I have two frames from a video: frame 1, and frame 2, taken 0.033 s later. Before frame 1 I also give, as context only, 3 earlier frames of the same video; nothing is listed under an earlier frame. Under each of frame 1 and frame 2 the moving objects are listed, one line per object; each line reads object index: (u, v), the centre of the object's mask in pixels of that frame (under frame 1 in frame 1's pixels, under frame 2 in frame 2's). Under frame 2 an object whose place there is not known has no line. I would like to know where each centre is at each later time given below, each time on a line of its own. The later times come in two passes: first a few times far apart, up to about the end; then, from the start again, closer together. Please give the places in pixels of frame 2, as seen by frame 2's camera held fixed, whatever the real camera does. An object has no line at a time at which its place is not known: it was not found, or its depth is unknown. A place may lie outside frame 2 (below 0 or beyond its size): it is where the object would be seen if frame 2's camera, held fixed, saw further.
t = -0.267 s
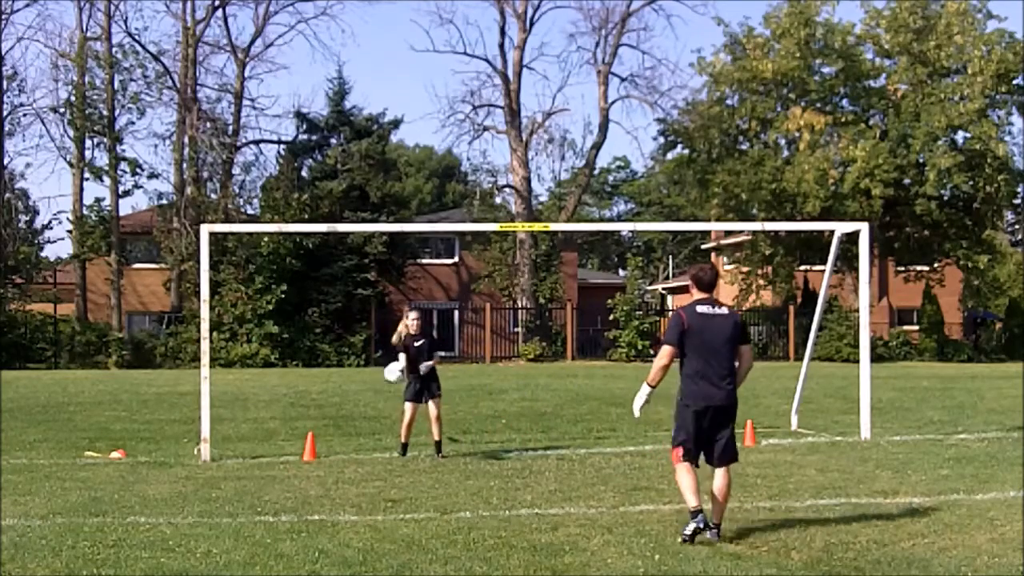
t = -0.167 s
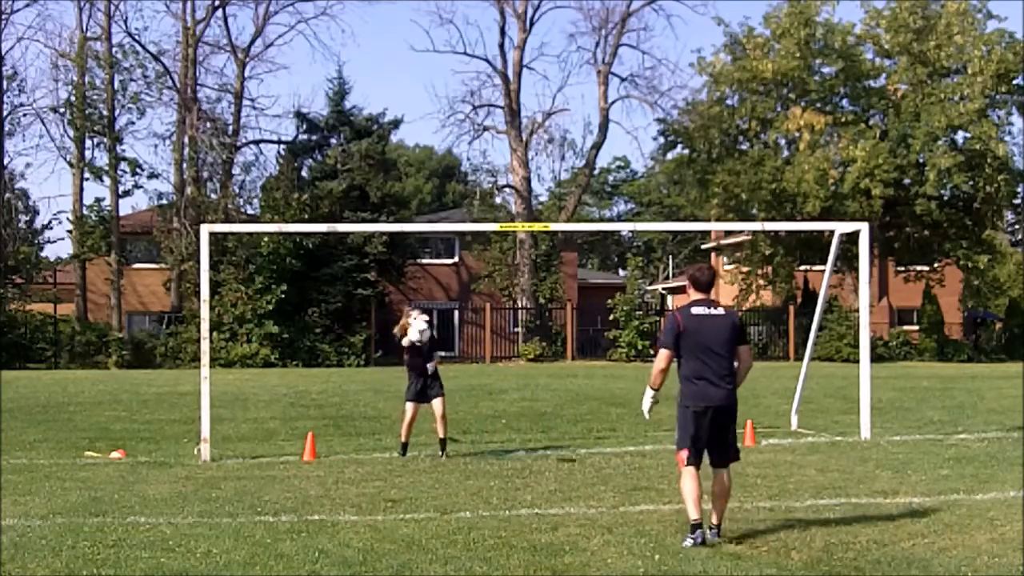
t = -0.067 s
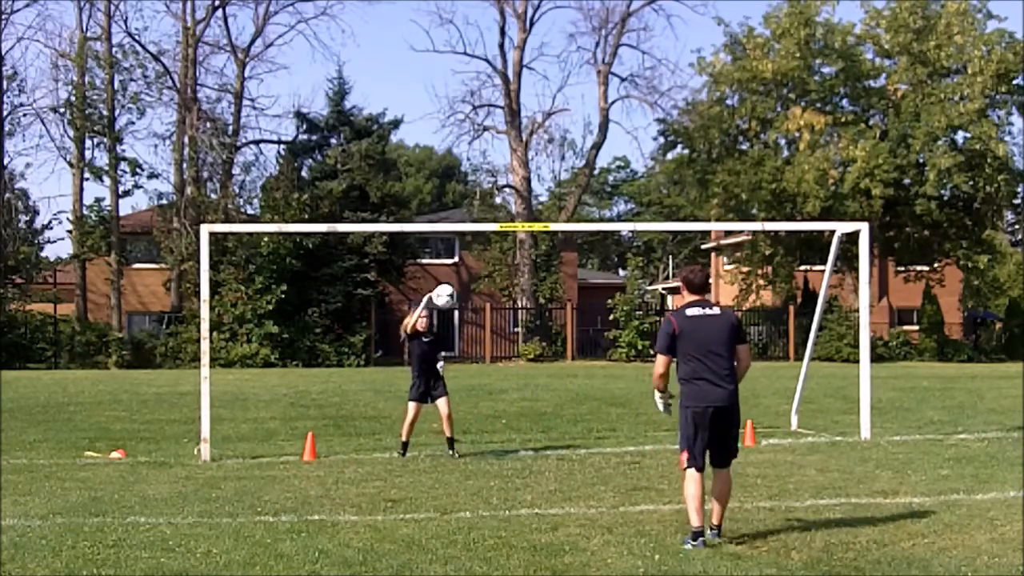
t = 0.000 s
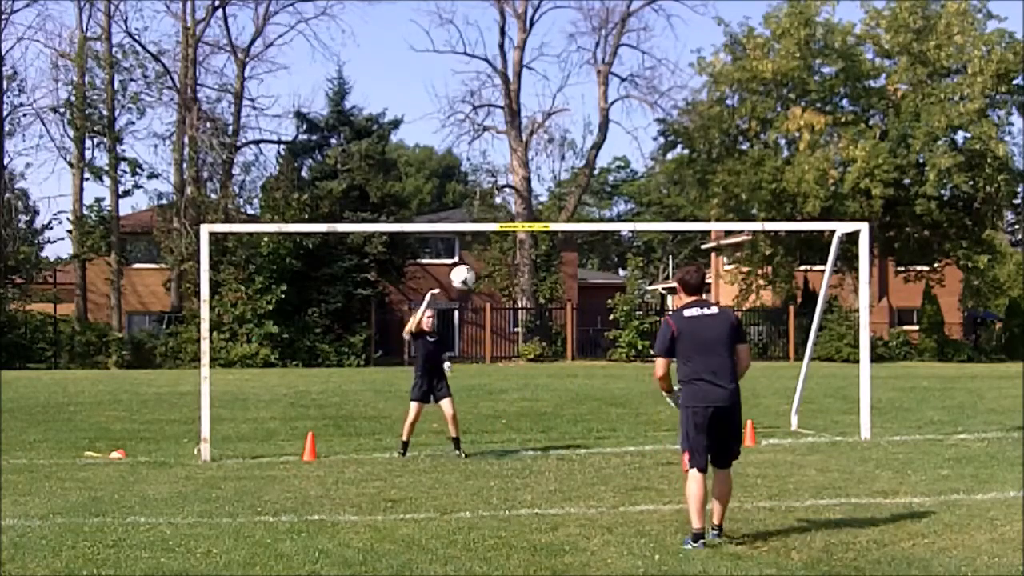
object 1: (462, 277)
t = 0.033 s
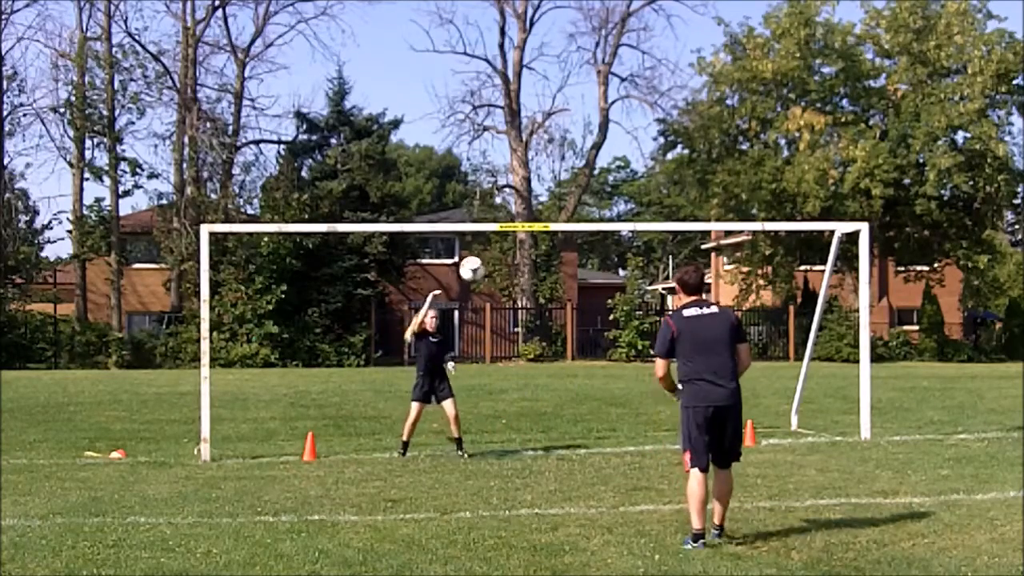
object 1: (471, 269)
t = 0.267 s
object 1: (546, 243)
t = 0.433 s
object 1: (611, 267)
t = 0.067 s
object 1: (481, 261)
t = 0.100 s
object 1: (490, 254)
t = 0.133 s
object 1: (501, 250)
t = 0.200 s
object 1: (523, 243)
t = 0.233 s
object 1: (534, 243)
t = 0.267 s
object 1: (546, 243)
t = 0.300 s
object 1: (557, 244)
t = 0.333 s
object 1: (570, 247)
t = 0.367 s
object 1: (583, 252)
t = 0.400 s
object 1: (597, 257)
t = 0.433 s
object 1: (611, 267)
